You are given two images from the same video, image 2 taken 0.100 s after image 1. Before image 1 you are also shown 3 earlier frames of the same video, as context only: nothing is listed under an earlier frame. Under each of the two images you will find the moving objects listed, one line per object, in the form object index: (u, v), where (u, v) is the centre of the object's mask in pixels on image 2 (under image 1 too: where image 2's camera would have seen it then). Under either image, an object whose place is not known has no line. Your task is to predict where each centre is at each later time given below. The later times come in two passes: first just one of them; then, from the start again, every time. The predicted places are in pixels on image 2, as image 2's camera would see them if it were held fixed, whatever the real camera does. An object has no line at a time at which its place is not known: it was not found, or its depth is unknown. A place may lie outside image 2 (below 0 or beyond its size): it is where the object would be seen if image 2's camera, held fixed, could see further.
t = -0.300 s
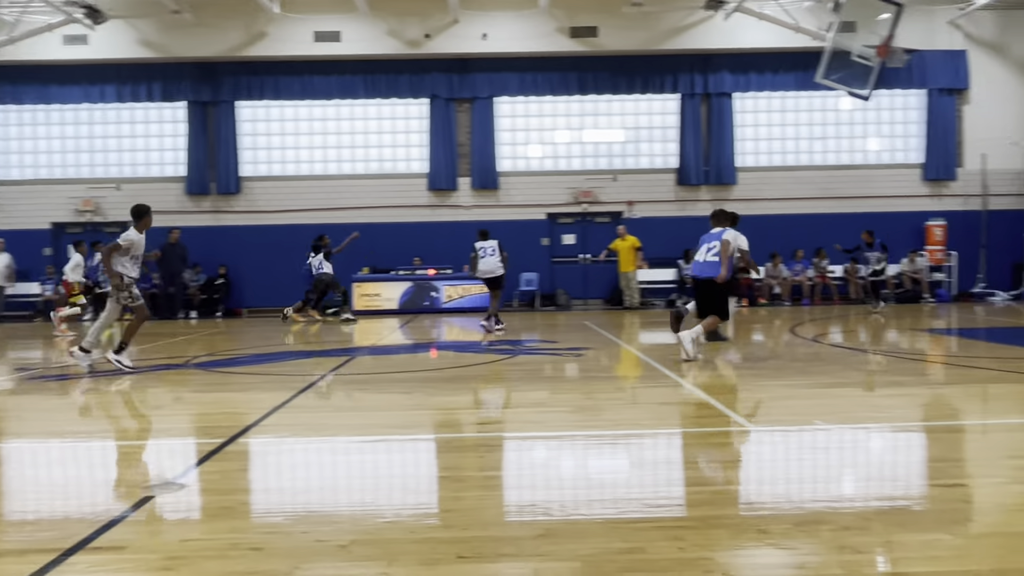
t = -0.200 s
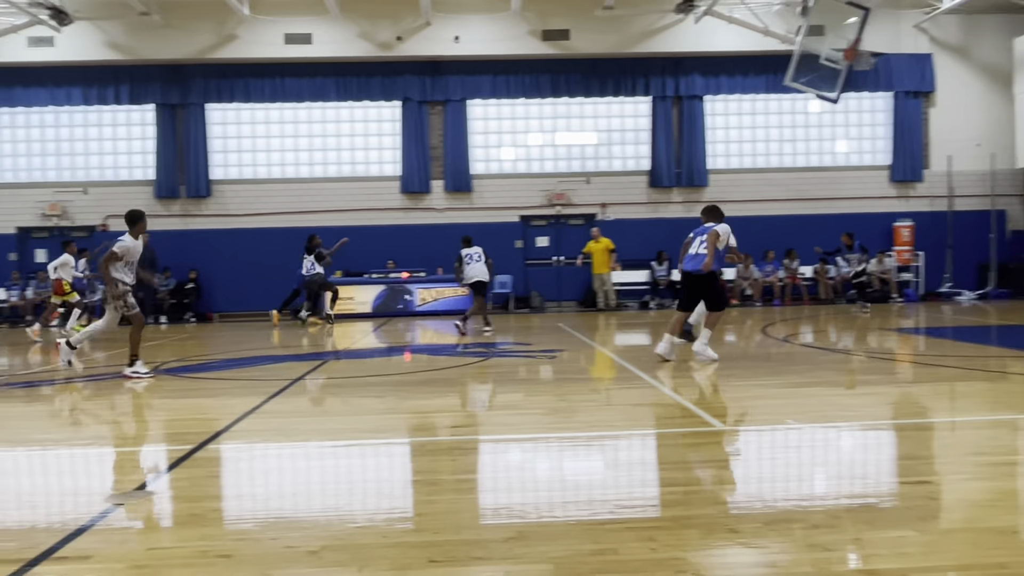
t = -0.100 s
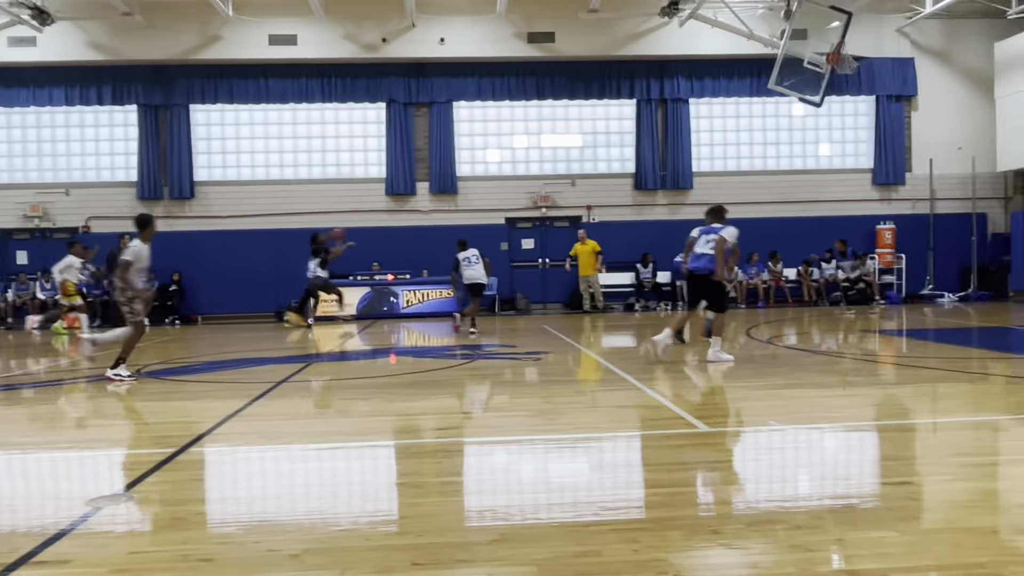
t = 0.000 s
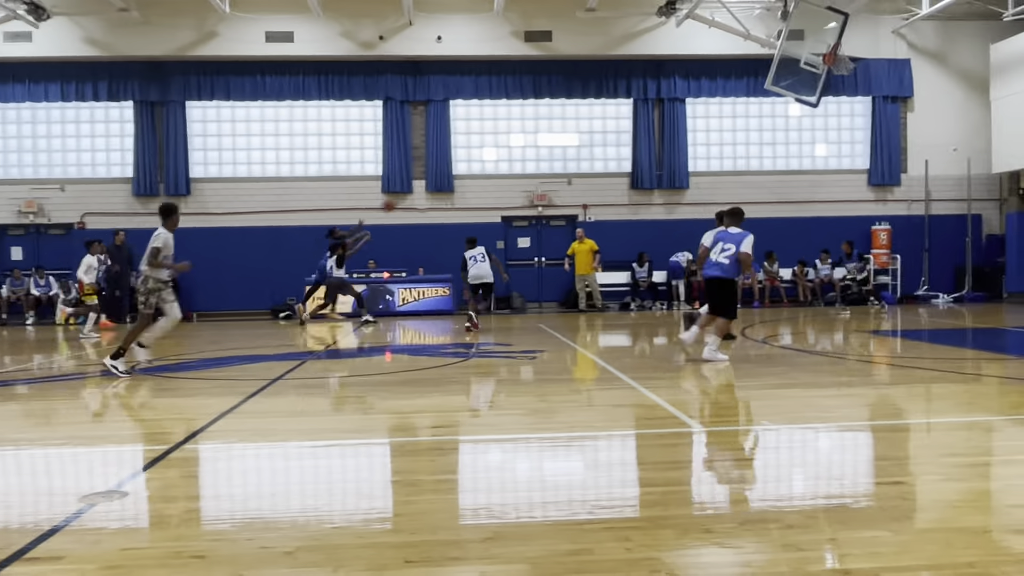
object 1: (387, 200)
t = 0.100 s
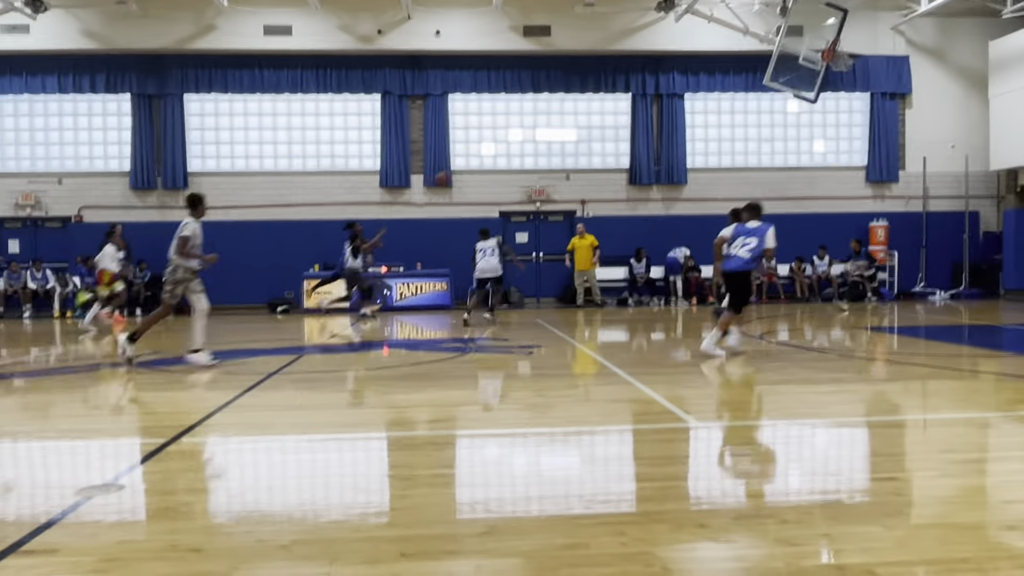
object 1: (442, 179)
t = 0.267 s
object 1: (535, 156)
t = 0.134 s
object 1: (461, 173)
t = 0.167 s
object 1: (480, 169)
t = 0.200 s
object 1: (498, 164)
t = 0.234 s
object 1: (516, 160)
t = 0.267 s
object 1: (535, 156)
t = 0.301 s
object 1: (553, 154)
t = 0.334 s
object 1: (571, 152)
